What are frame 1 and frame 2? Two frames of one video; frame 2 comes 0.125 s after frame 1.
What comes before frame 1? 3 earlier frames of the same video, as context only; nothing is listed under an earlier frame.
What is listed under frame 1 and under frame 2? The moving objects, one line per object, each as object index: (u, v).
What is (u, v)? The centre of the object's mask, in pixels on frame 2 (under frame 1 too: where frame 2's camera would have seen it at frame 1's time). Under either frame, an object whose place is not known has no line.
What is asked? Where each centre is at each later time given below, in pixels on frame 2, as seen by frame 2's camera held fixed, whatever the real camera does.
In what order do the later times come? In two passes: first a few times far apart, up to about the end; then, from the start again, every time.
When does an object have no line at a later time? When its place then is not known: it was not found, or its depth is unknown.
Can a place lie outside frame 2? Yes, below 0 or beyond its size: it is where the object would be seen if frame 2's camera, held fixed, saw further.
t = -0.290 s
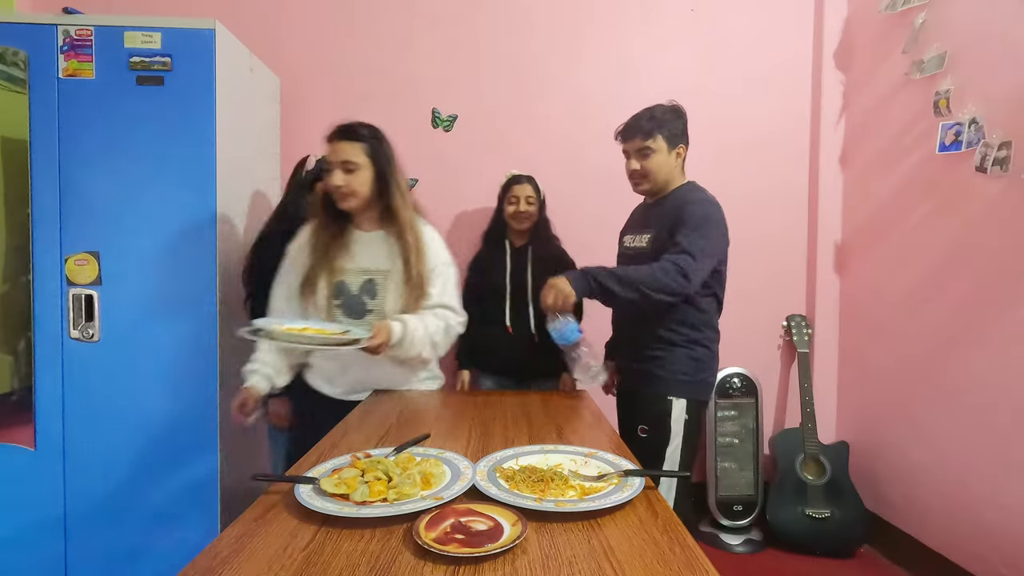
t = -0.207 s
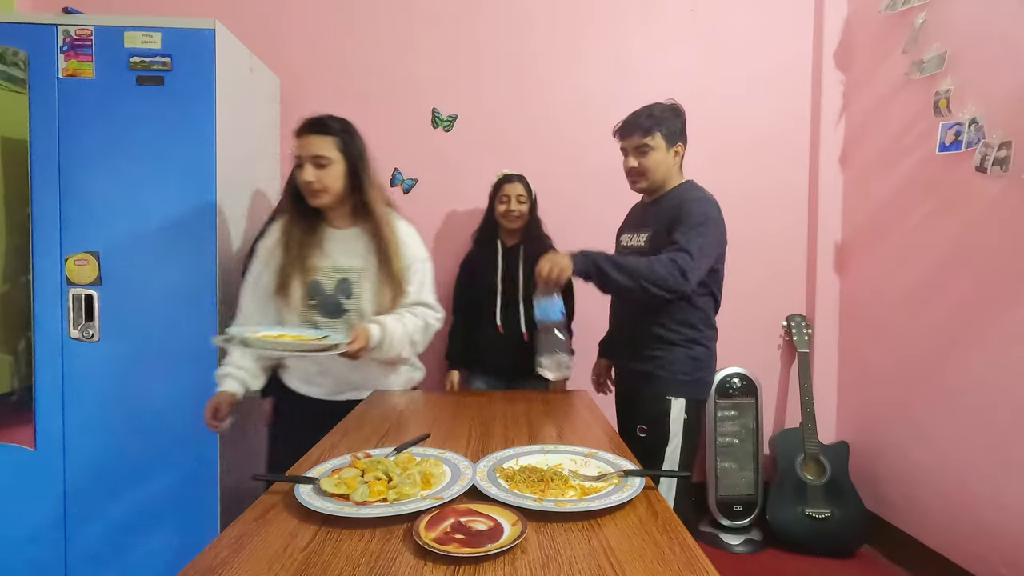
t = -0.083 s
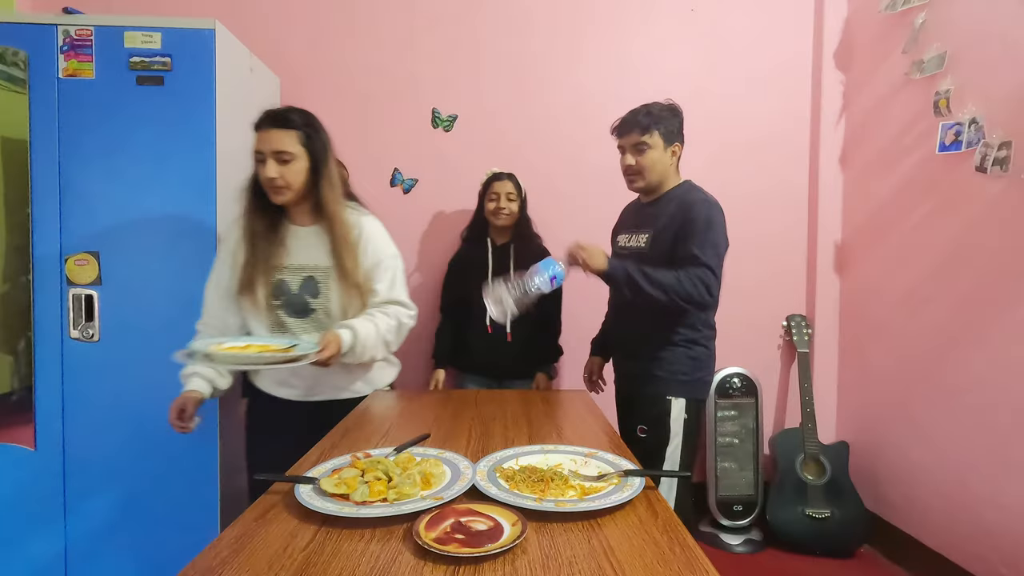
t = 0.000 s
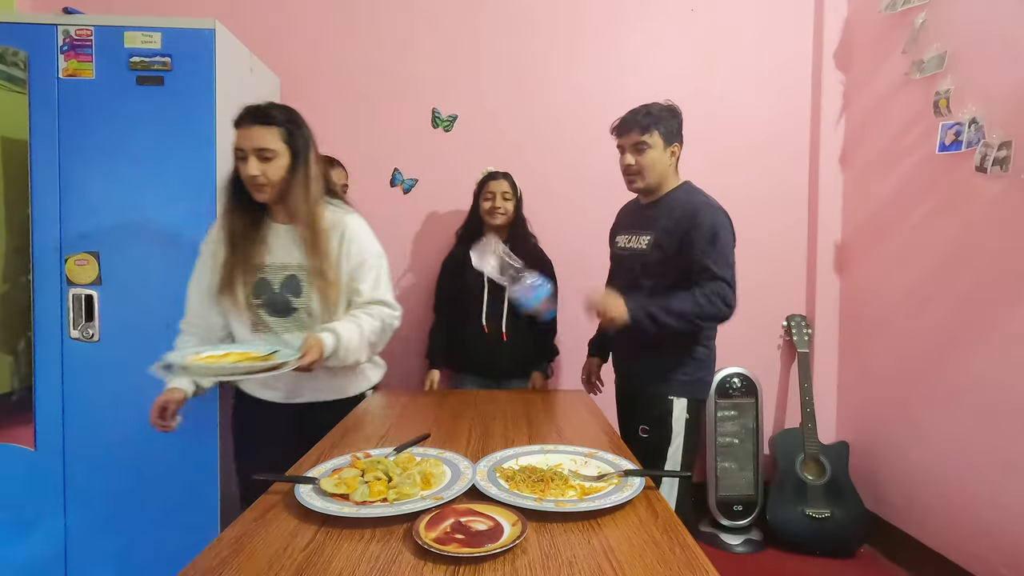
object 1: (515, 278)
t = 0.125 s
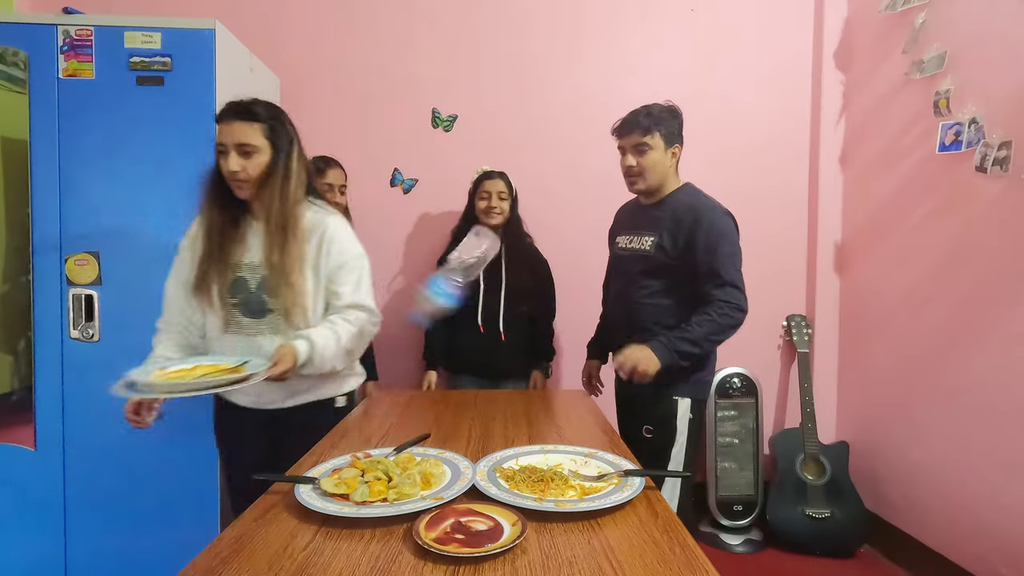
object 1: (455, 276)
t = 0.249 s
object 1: (436, 298)
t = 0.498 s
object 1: (447, 372)
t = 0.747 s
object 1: (446, 404)
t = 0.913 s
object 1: (448, 405)
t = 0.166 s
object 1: (444, 273)
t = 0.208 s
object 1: (437, 280)
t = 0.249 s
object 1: (436, 298)
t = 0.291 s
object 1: (436, 329)
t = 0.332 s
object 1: (435, 363)
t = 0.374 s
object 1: (440, 365)
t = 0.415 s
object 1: (444, 366)
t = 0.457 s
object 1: (446, 368)
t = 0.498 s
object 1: (447, 372)
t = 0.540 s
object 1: (450, 380)
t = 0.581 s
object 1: (452, 394)
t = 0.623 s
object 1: (447, 401)
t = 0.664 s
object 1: (447, 403)
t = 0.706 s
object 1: (446, 404)
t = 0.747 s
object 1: (446, 404)
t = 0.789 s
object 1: (446, 404)
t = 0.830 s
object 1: (446, 404)
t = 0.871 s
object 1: (448, 405)
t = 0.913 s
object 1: (448, 405)
